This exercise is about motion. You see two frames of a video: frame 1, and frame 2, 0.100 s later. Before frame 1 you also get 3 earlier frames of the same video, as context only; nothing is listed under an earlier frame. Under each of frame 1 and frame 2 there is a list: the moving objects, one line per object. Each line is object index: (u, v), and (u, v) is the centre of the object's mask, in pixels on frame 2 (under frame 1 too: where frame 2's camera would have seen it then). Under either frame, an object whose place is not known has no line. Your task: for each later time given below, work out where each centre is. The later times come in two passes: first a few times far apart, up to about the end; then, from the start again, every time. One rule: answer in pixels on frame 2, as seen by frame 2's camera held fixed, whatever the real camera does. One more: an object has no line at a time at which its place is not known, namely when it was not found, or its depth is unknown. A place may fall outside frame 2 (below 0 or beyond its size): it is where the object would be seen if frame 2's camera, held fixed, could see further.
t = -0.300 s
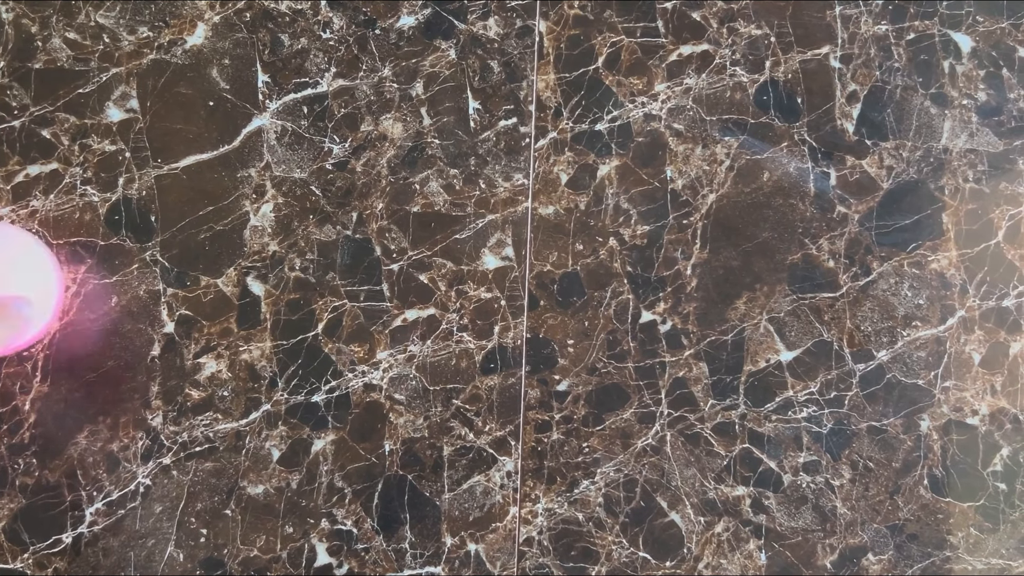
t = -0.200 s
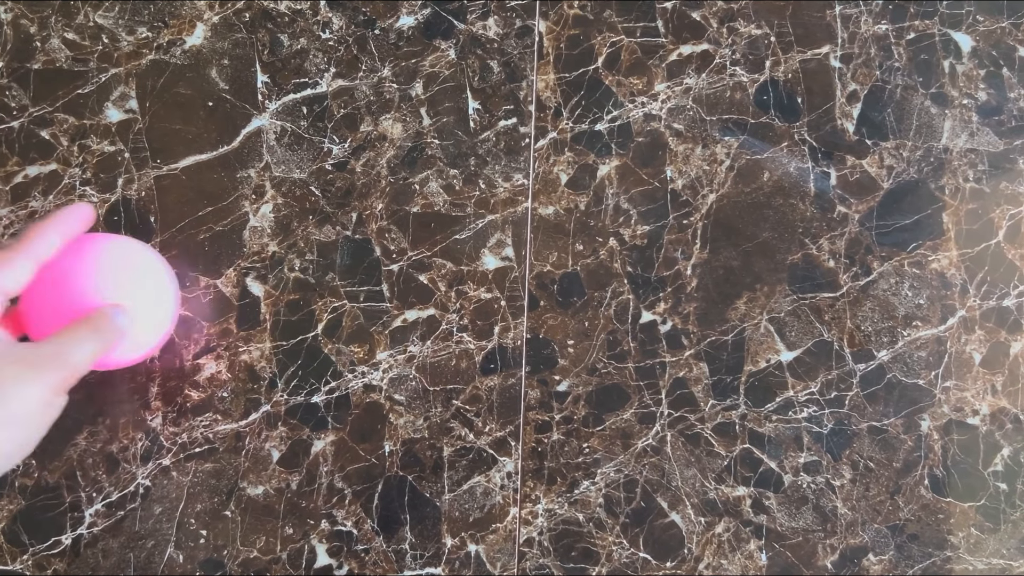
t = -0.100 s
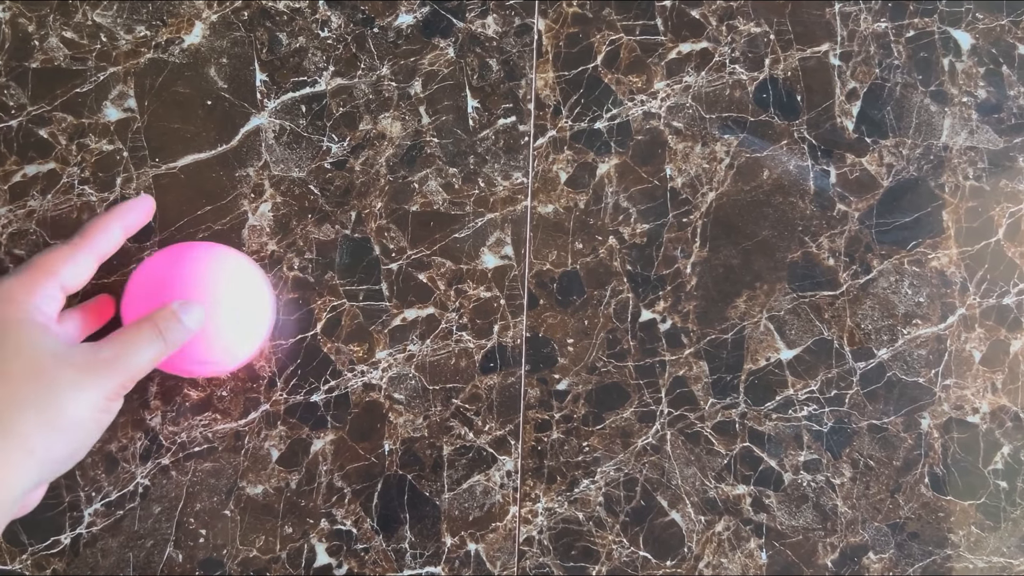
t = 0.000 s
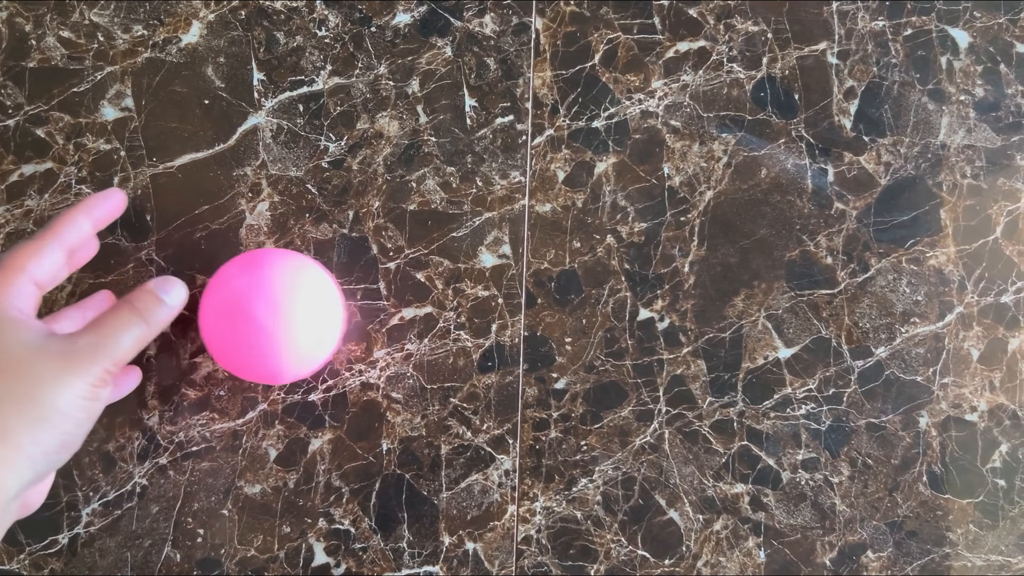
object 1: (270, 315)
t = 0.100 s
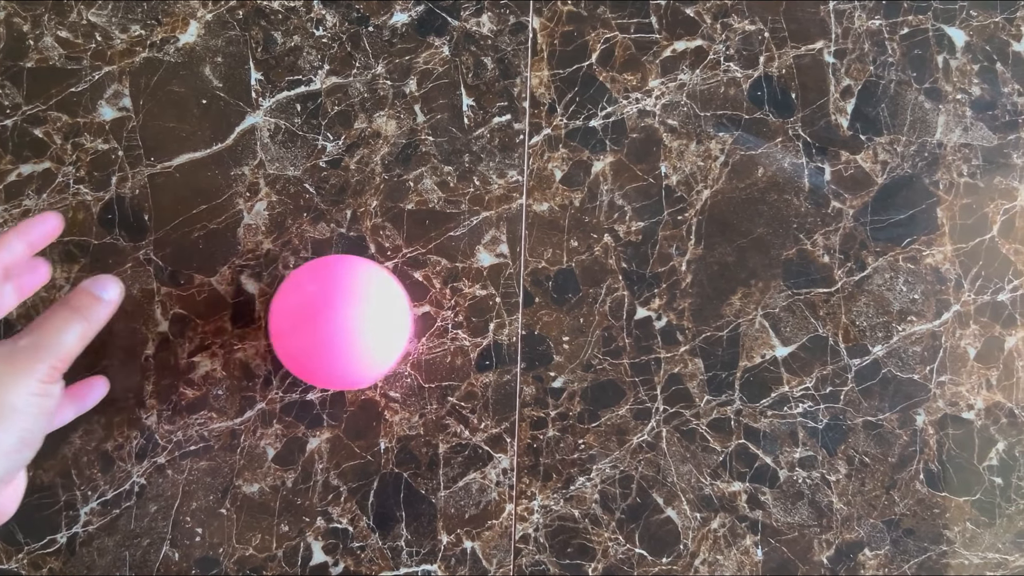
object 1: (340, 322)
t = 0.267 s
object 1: (454, 331)
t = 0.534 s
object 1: (634, 345)
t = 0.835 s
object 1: (787, 349)
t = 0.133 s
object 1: (363, 324)
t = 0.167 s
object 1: (386, 326)
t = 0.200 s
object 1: (409, 328)
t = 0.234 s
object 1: (432, 330)
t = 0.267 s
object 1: (454, 331)
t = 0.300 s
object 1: (478, 333)
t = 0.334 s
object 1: (501, 335)
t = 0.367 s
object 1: (524, 336)
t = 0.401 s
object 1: (547, 338)
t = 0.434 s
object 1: (569, 340)
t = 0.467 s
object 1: (591, 342)
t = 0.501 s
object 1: (611, 343)
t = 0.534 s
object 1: (634, 345)
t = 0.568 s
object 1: (654, 345)
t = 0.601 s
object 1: (672, 346)
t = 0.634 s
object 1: (690, 347)
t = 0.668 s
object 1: (708, 347)
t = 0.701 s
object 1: (725, 348)
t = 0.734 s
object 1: (741, 349)
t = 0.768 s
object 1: (757, 349)
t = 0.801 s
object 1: (773, 349)
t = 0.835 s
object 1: (787, 349)
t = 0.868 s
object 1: (804, 349)
